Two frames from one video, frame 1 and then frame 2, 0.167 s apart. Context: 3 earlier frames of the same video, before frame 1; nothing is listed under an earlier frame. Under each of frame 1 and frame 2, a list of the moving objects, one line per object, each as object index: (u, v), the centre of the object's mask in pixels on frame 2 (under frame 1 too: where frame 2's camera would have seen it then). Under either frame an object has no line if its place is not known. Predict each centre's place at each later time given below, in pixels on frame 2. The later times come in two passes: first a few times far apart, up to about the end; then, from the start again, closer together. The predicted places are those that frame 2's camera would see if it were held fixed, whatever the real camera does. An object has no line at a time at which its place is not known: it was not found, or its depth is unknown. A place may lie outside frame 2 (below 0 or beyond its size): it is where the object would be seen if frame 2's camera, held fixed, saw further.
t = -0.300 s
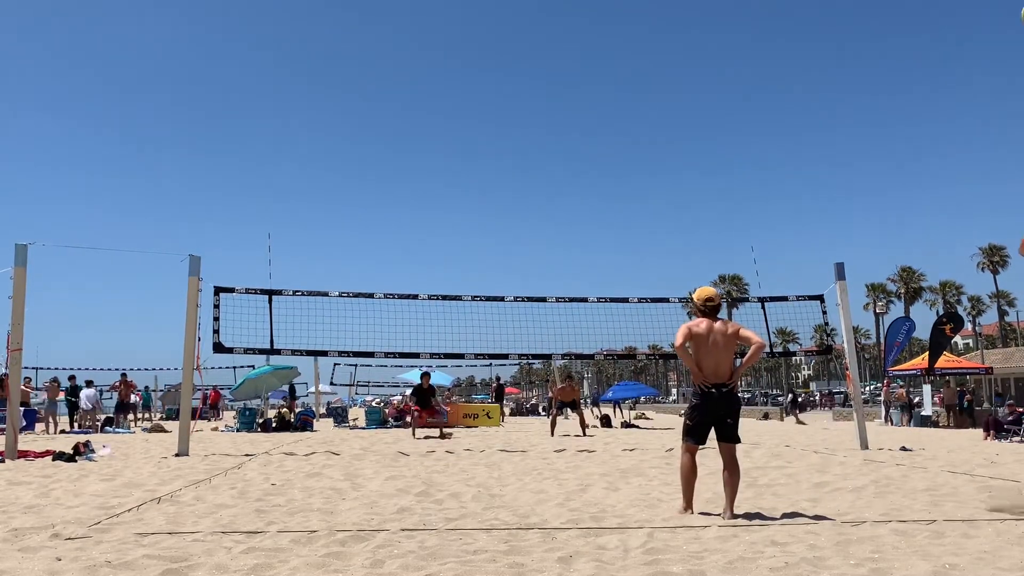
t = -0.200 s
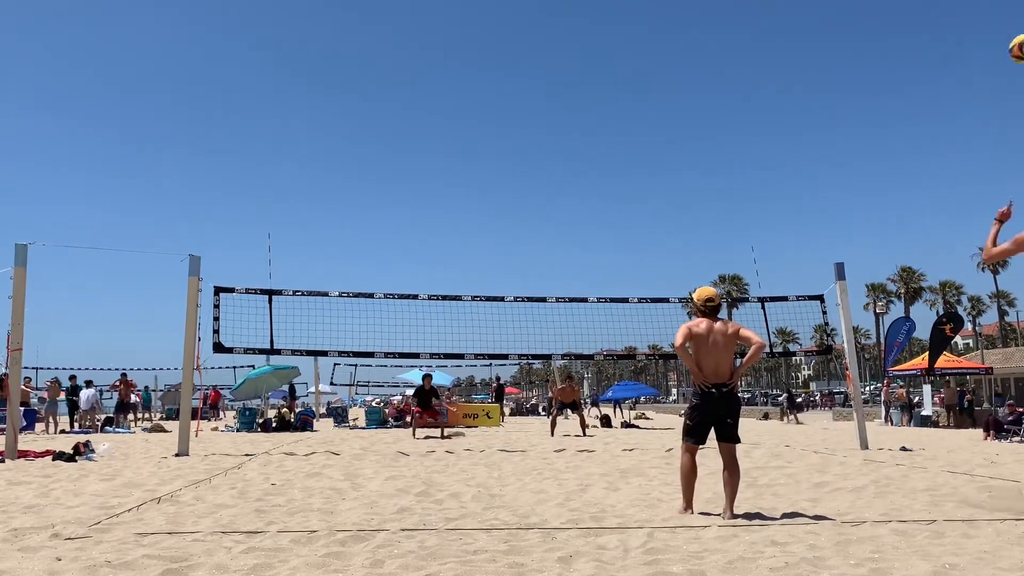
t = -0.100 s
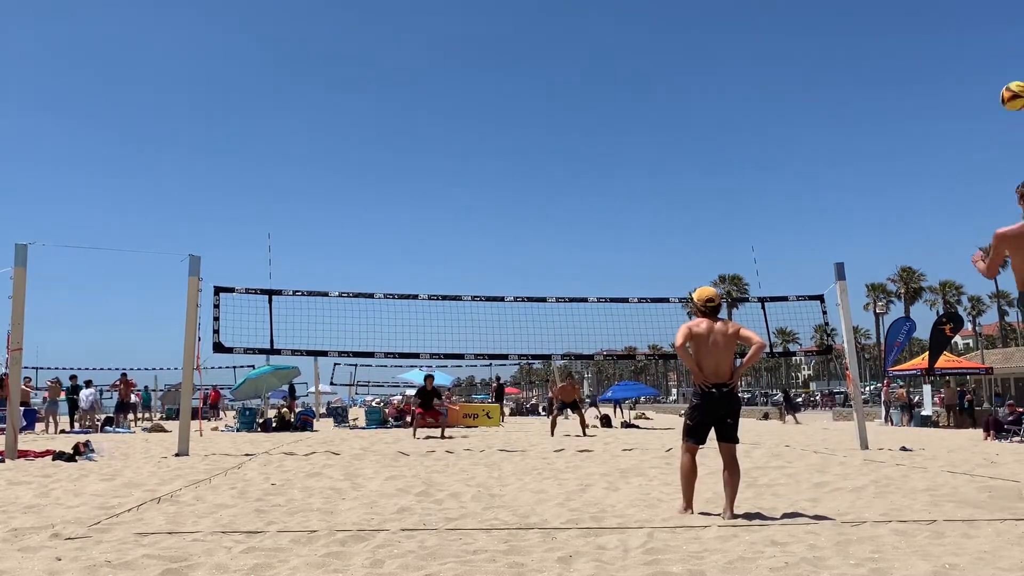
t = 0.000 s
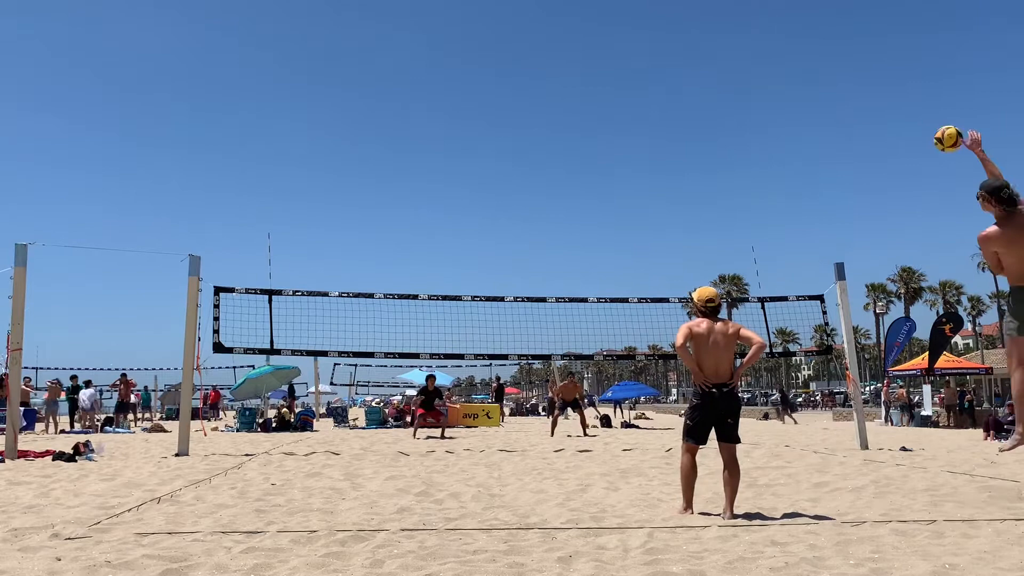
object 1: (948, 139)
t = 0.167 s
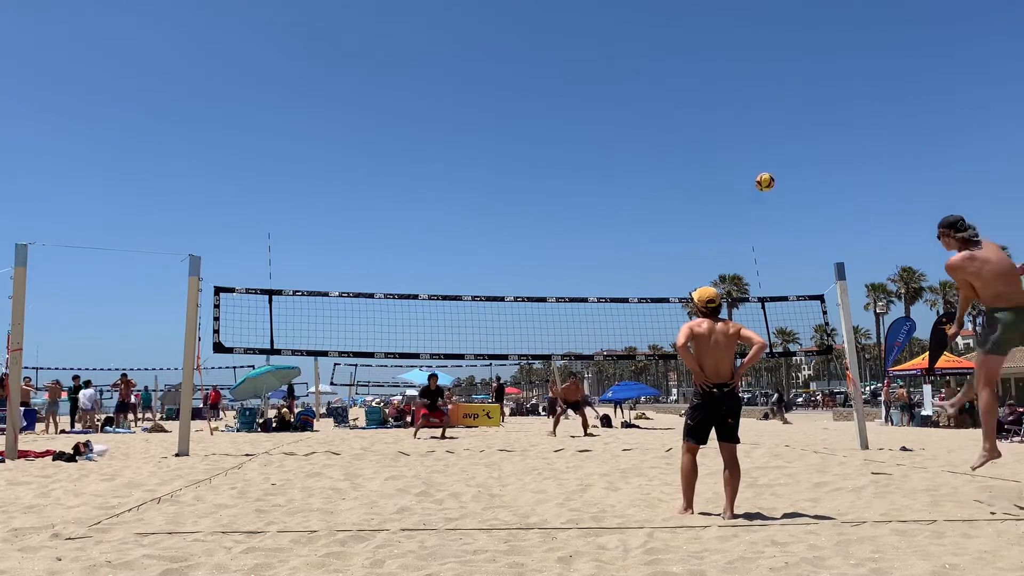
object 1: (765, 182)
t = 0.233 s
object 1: (721, 203)
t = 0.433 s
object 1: (636, 270)
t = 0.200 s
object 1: (741, 193)
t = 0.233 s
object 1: (721, 203)
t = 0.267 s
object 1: (703, 214)
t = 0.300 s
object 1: (686, 225)
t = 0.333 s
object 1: (672, 236)
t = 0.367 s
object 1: (659, 247)
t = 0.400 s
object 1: (647, 259)
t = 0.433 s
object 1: (636, 270)
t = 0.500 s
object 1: (619, 293)
